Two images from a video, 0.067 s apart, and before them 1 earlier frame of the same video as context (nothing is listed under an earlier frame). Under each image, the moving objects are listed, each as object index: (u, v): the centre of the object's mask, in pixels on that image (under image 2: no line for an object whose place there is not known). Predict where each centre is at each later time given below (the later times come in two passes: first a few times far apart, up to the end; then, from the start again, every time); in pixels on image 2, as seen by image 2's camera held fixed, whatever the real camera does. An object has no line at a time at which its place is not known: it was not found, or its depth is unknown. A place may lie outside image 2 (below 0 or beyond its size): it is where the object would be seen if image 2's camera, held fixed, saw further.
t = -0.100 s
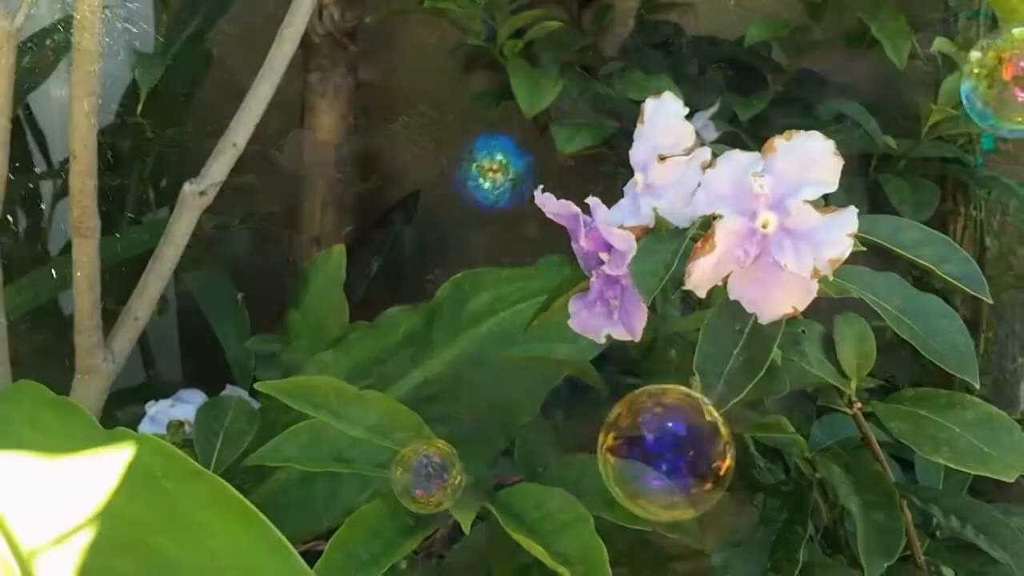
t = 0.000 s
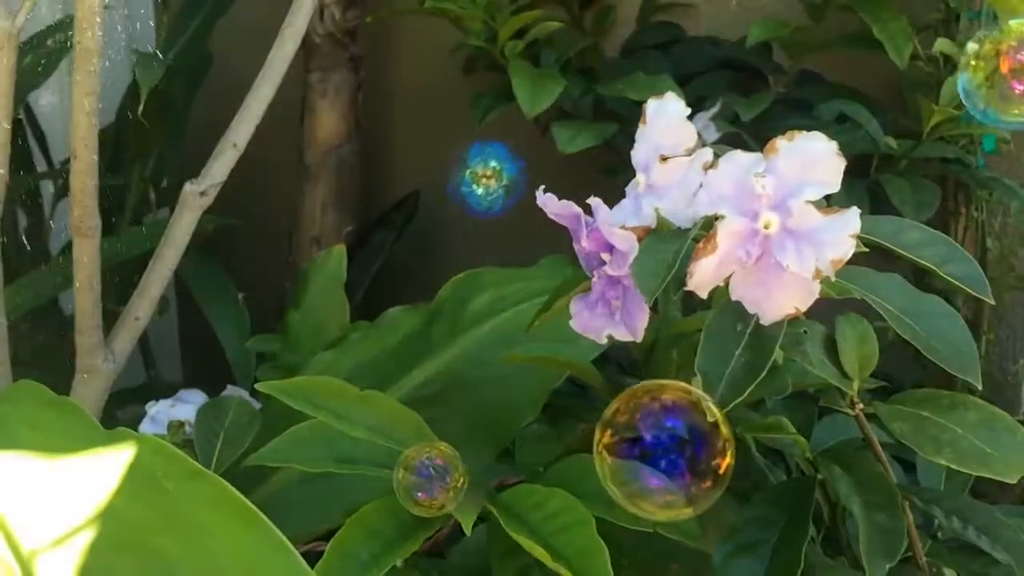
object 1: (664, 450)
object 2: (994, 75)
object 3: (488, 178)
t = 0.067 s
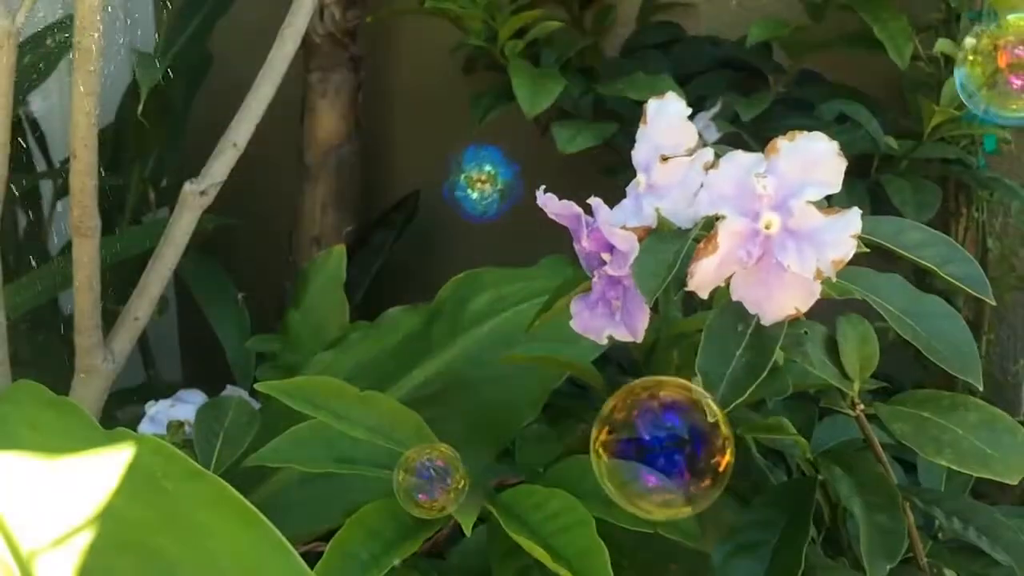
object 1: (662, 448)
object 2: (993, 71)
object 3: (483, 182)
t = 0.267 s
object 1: (655, 437)
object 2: (988, 55)
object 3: (466, 198)
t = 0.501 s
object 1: (647, 418)
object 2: (978, 44)
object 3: (445, 216)
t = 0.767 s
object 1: (633, 395)
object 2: (968, 38)
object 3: (422, 237)
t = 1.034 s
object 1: (593, 357)
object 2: (954, 34)
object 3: (404, 263)
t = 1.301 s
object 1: (529, 298)
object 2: (933, 34)
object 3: (388, 287)
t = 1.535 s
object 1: (475, 239)
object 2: (914, 36)
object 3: (369, 317)
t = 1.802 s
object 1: (392, 176)
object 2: (892, 43)
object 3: (363, 337)
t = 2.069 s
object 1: (269, 118)
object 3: (359, 349)
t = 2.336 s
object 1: (143, 85)
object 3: (362, 348)
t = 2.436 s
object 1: (121, 77)
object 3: (363, 347)
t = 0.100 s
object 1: (660, 447)
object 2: (993, 67)
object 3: (480, 185)
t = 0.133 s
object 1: (659, 445)
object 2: (992, 63)
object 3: (477, 188)
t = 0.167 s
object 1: (658, 443)
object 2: (990, 62)
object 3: (474, 190)
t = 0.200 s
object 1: (657, 441)
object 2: (989, 59)
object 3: (471, 193)
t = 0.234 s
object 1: (656, 439)
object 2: (989, 57)
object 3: (469, 195)
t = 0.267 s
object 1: (655, 437)
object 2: (988, 55)
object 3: (466, 198)
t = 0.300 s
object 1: (654, 435)
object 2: (986, 53)
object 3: (463, 200)
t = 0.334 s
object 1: (653, 432)
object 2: (984, 51)
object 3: (459, 202)
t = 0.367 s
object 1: (652, 429)
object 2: (983, 50)
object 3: (456, 205)
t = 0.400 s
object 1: (651, 427)
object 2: (982, 48)
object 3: (454, 208)
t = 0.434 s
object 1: (650, 424)
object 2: (981, 47)
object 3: (451, 210)
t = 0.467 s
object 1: (648, 421)
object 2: (980, 46)
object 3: (448, 213)
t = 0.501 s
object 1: (647, 418)
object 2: (978, 44)
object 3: (445, 216)
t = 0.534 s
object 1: (646, 416)
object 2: (977, 43)
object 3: (443, 218)
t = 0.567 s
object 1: (645, 413)
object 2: (976, 43)
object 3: (440, 221)
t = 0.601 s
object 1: (643, 410)
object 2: (974, 42)
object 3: (437, 224)
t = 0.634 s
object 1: (642, 407)
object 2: (973, 41)
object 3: (434, 227)
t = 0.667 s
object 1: (640, 404)
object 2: (972, 40)
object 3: (433, 230)
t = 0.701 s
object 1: (638, 401)
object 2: (970, 39)
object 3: (427, 231)
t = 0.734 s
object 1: (635, 398)
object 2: (969, 39)
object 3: (426, 236)
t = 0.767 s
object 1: (633, 395)
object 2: (968, 38)
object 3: (422, 237)
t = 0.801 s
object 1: (629, 391)
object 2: (966, 37)
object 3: (421, 242)
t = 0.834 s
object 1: (625, 387)
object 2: (965, 36)
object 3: (420, 245)
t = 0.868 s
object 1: (621, 382)
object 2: (963, 36)
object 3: (416, 248)
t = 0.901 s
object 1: (617, 377)
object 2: (961, 35)
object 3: (413, 250)
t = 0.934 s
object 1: (612, 372)
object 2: (960, 35)
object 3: (409, 253)
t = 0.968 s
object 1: (606, 367)
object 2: (958, 34)
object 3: (409, 257)
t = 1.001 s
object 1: (600, 361)
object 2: (956, 34)
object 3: (405, 260)
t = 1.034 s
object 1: (593, 357)
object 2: (954, 34)
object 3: (404, 263)
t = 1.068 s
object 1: (586, 350)
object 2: (951, 34)
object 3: (400, 266)
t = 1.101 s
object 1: (578, 344)
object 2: (948, 33)
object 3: (400, 270)
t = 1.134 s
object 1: (570, 338)
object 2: (946, 33)
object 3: (399, 273)
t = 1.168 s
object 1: (562, 332)
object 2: (943, 33)
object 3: (395, 275)
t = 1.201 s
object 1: (553, 326)
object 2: (941, 34)
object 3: (394, 278)
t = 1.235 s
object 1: (544, 318)
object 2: (938, 34)
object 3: (393, 281)
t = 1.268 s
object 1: (533, 311)
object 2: (936, 34)
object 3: (390, 283)
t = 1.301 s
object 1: (529, 298)
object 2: (933, 34)
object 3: (388, 287)
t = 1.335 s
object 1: (513, 288)
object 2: (931, 34)
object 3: (385, 290)
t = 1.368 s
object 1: (506, 278)
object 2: (928, 35)
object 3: (385, 294)
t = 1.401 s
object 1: (500, 269)
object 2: (926, 35)
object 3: (381, 296)
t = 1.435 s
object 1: (495, 262)
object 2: (923, 35)
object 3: (378, 300)
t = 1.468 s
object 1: (489, 254)
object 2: (920, 35)
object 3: (375, 305)
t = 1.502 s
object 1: (482, 246)
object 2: (917, 36)
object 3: (372, 311)
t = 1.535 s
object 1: (475, 239)
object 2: (914, 36)
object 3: (369, 317)
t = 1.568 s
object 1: (468, 231)
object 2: (911, 37)
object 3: (368, 323)
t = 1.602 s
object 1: (460, 225)
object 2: (909, 38)
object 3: (367, 328)
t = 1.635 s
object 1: (450, 218)
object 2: (906, 38)
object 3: (370, 324)
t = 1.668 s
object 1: (441, 210)
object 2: (903, 39)
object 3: (368, 325)
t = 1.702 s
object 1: (429, 201)
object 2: (900, 40)
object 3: (364, 329)
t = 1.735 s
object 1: (417, 193)
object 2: (897, 41)
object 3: (367, 331)
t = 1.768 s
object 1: (404, 183)
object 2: (894, 42)
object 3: (367, 333)
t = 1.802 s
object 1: (392, 176)
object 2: (892, 43)
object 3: (363, 337)
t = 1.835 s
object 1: (382, 169)
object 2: (889, 44)
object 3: (362, 336)
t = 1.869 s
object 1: (373, 165)
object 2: (886, 46)
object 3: (360, 339)
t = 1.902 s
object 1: (364, 160)
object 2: (883, 47)
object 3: (360, 342)
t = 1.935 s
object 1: (356, 156)
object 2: (880, 49)
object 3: (359, 344)
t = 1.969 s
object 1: (323, 137)
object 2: (877, 50)
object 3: (359, 348)
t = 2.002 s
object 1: (305, 129)
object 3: (358, 350)
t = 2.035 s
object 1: (286, 123)
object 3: (358, 350)
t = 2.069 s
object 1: (269, 118)
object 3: (359, 349)
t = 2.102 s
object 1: (241, 106)
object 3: (360, 347)
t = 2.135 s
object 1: (240, 108)
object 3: (361, 346)
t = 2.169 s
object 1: (230, 104)
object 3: (362, 345)
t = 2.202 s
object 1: (234, 110)
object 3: (362, 346)
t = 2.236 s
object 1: (221, 105)
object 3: (362, 346)
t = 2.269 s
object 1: (204, 103)
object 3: (362, 347)
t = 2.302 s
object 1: (182, 97)
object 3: (362, 348)
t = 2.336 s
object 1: (143, 85)
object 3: (362, 348)
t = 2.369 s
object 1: (139, 83)
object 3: (362, 348)
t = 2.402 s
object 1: (131, 80)
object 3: (362, 347)
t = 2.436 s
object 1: (121, 77)
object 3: (363, 347)
